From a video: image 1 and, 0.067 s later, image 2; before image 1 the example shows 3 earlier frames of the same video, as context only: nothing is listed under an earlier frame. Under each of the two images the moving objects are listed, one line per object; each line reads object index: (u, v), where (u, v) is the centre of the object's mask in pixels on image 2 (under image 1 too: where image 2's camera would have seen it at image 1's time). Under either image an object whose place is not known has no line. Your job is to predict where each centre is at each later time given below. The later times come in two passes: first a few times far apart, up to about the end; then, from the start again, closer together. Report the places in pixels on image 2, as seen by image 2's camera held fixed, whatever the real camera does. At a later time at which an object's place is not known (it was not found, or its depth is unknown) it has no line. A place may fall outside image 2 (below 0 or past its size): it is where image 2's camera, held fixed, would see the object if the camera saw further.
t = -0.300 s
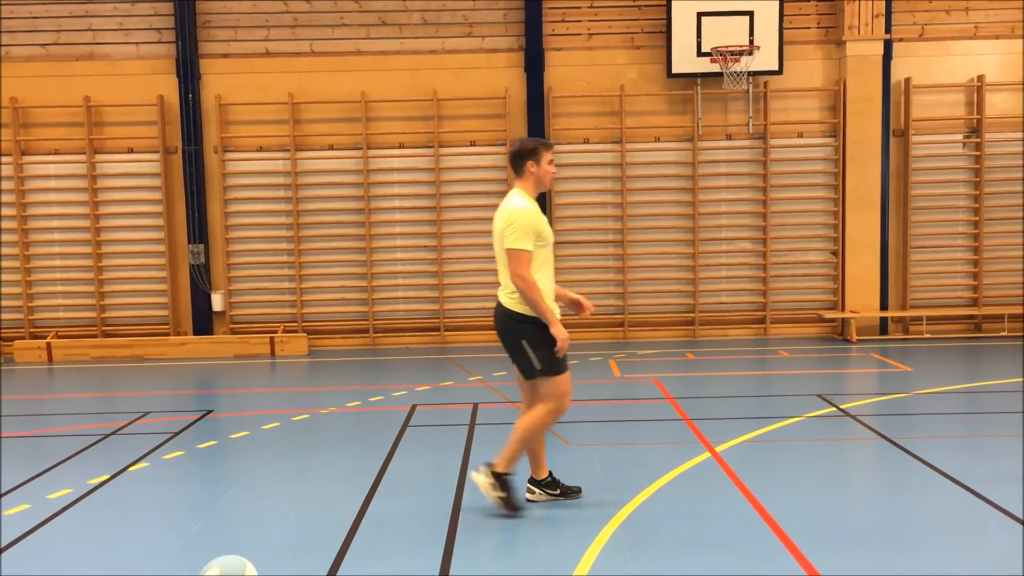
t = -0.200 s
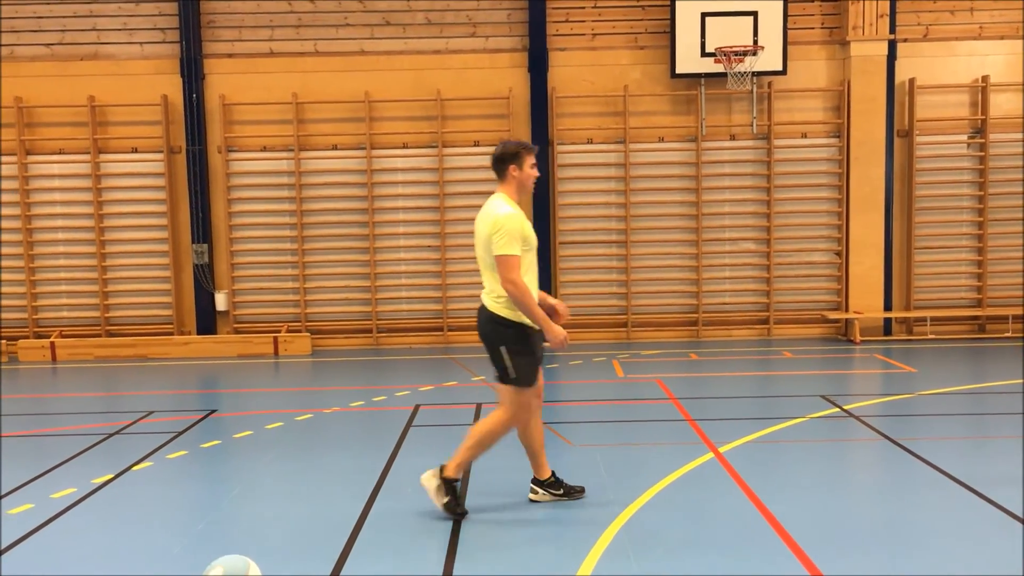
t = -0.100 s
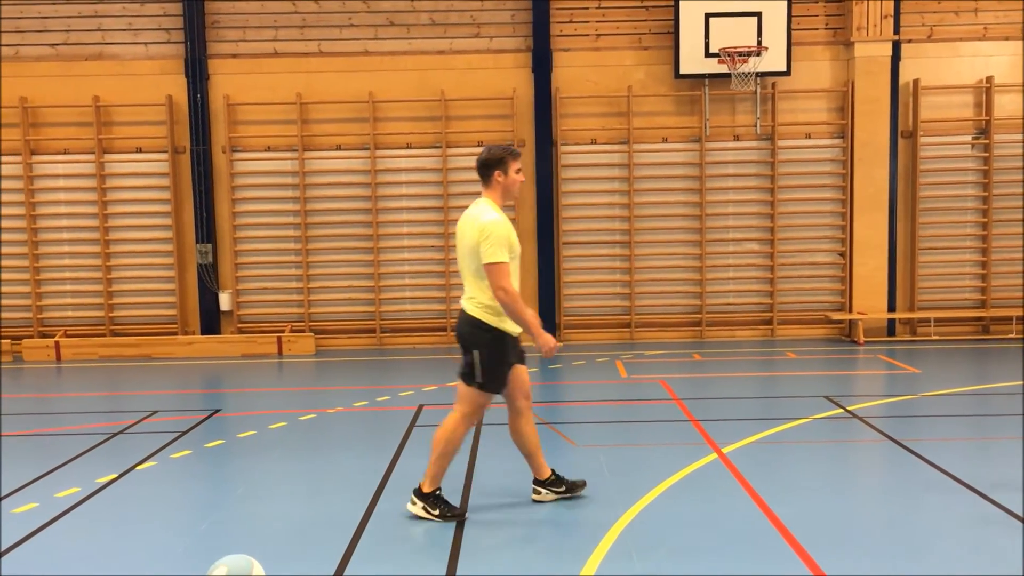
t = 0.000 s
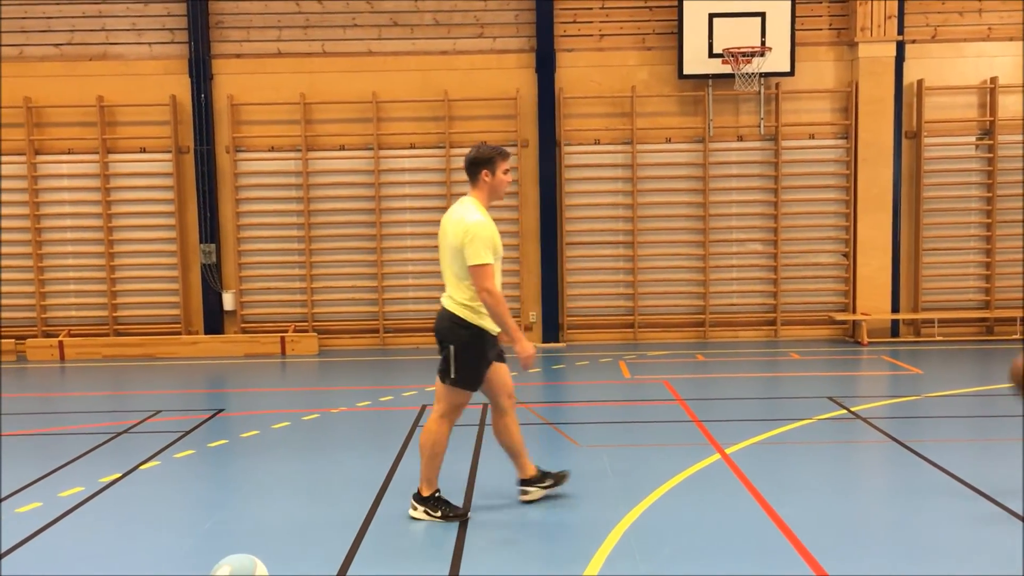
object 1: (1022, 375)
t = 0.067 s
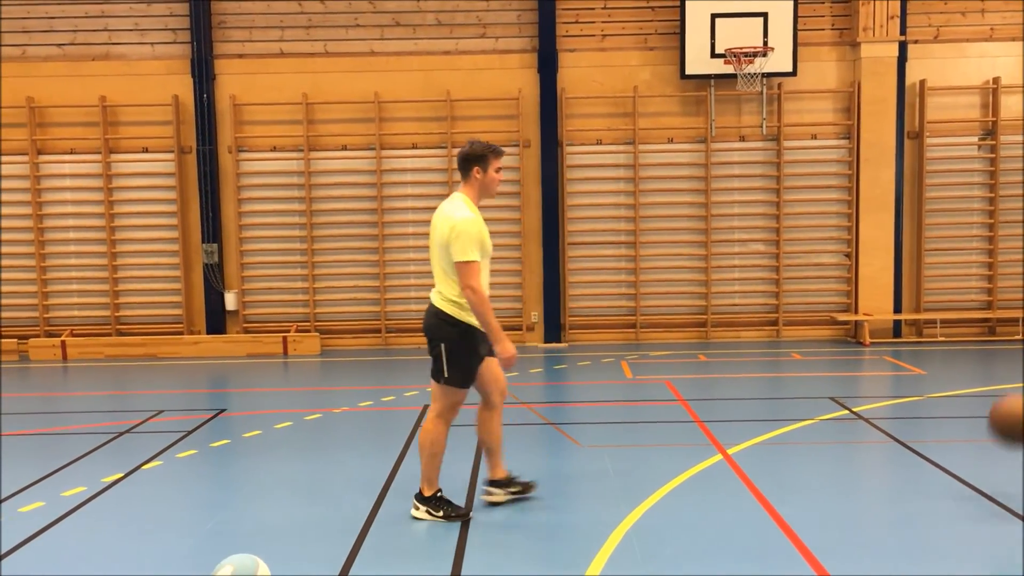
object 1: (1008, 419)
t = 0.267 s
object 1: (946, 450)
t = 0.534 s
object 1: (862, 450)
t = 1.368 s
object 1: (620, 489)
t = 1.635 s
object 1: (552, 489)
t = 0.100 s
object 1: (1001, 444)
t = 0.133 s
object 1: (992, 470)
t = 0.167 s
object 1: (978, 488)
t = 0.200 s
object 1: (968, 473)
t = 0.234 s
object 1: (957, 461)
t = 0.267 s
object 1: (946, 450)
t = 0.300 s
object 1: (935, 443)
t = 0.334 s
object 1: (925, 437)
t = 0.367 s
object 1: (914, 434)
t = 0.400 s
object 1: (904, 433)
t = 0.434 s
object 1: (894, 434)
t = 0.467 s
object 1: (883, 437)
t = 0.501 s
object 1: (872, 442)
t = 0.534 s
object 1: (862, 450)
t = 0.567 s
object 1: (851, 460)
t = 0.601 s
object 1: (840, 472)
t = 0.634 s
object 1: (830, 487)
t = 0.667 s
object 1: (818, 488)
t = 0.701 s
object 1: (808, 479)
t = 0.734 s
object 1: (798, 474)
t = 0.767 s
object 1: (788, 470)
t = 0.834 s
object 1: (770, 470)
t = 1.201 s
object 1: (665, 487)
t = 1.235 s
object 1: (656, 487)
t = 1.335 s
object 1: (629, 488)
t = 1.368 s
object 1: (620, 489)
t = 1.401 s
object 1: (612, 489)
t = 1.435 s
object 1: (603, 489)
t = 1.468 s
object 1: (594, 489)
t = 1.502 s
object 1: (586, 489)
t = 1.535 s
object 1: (577, 489)
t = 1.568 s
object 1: (569, 489)
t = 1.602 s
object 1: (561, 489)
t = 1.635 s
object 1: (552, 489)
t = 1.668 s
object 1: (544, 489)
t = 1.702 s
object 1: (535, 489)
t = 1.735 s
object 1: (527, 489)
